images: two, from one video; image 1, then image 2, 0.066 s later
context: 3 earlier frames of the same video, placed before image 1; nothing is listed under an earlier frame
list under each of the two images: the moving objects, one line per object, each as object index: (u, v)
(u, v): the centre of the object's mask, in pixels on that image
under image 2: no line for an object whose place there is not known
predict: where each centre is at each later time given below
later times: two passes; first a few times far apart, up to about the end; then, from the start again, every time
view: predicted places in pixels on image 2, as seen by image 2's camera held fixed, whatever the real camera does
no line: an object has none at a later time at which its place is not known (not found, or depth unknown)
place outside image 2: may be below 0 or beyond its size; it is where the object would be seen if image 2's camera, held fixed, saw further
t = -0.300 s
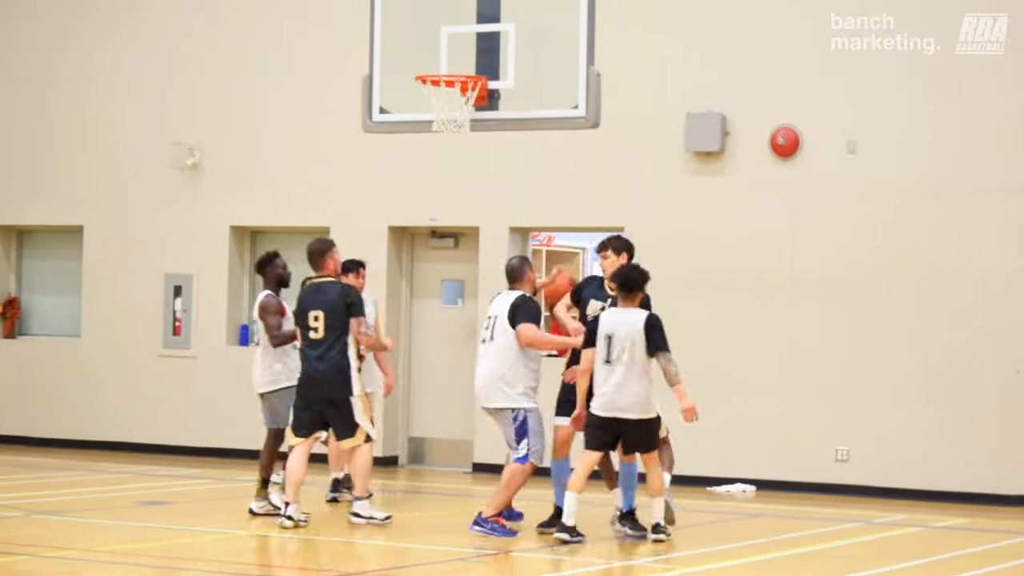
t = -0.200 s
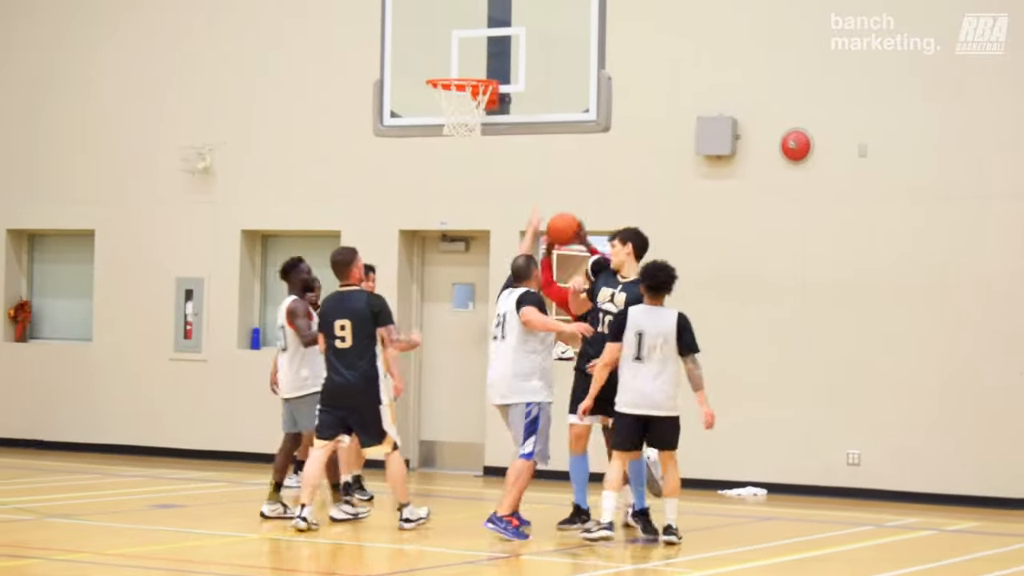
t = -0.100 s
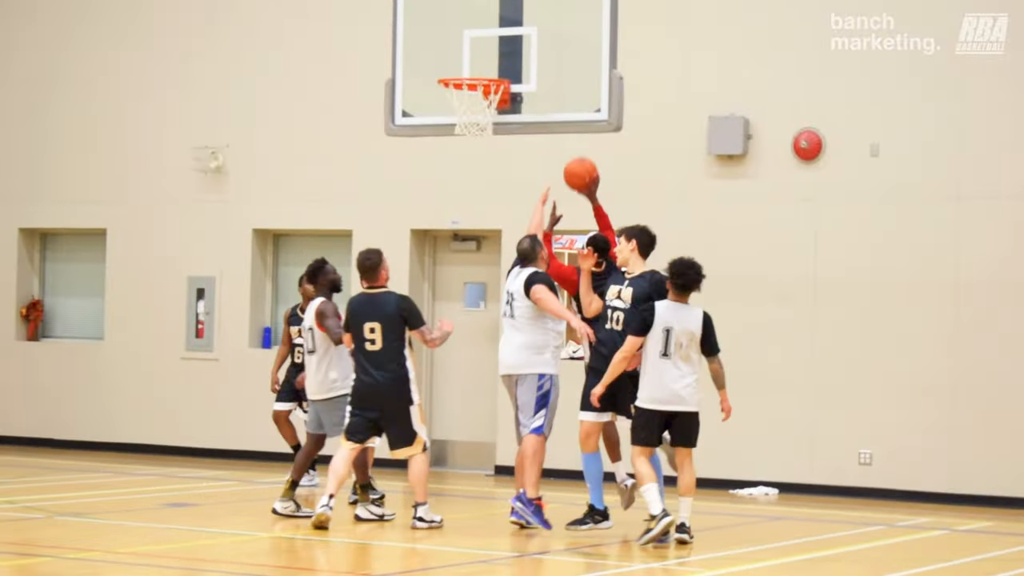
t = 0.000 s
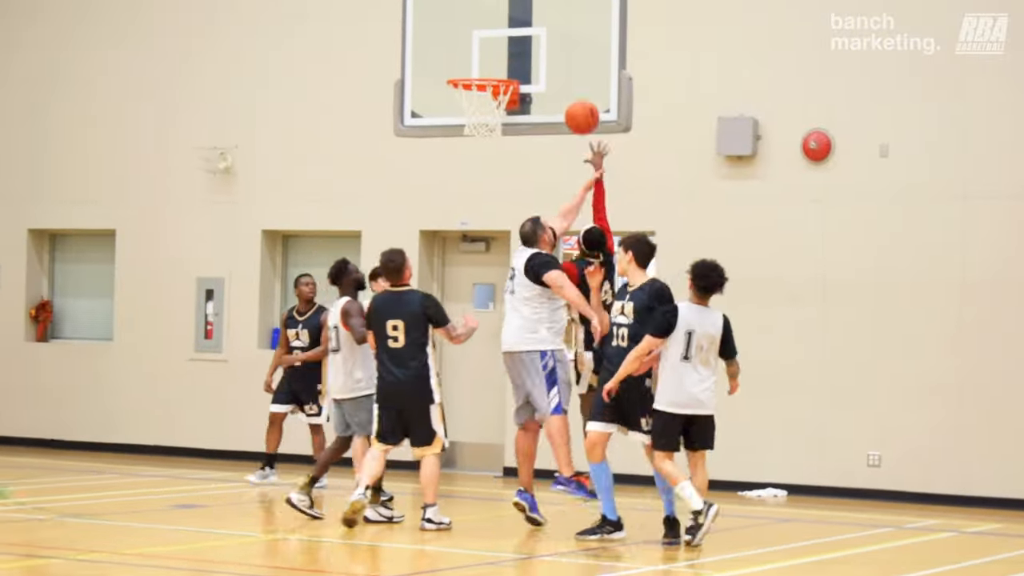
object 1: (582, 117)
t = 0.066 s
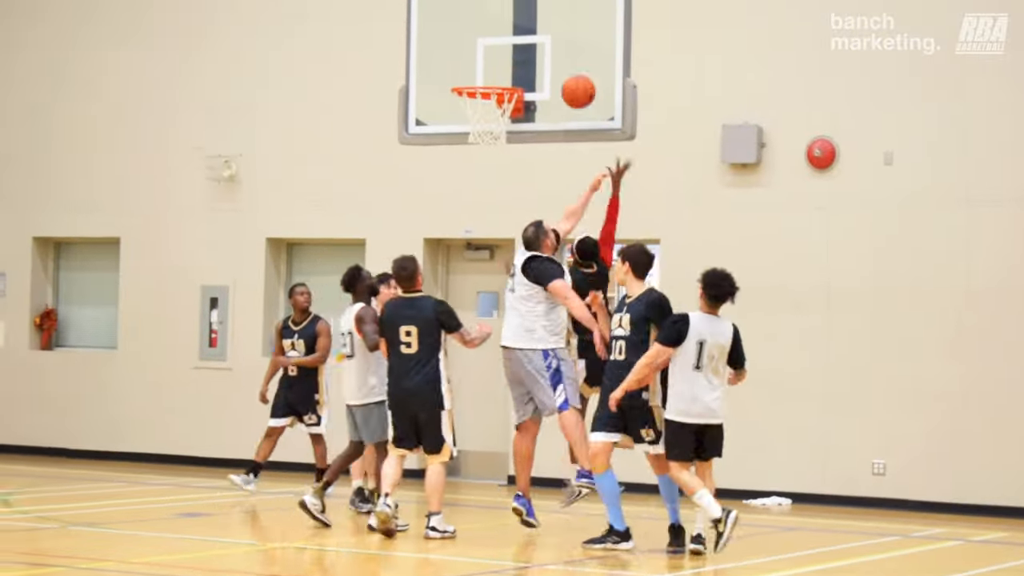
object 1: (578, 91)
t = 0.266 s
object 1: (541, 45)
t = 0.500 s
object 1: (488, 67)
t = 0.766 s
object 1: (471, 88)
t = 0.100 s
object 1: (574, 77)
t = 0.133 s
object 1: (570, 64)
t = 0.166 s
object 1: (564, 56)
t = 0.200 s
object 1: (557, 51)
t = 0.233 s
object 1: (549, 47)
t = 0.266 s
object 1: (541, 45)
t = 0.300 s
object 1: (533, 45)
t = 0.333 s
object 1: (525, 47)
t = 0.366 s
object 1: (518, 49)
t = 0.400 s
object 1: (510, 53)
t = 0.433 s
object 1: (502, 58)
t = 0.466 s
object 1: (493, 65)
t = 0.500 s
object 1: (488, 67)
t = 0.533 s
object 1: (486, 64)
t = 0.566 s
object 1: (484, 62)
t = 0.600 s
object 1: (482, 62)
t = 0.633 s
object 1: (480, 65)
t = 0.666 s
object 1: (478, 68)
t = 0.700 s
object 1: (476, 72)
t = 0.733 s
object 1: (473, 80)
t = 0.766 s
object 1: (471, 88)
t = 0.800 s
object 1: (470, 99)
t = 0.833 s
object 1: (466, 110)
